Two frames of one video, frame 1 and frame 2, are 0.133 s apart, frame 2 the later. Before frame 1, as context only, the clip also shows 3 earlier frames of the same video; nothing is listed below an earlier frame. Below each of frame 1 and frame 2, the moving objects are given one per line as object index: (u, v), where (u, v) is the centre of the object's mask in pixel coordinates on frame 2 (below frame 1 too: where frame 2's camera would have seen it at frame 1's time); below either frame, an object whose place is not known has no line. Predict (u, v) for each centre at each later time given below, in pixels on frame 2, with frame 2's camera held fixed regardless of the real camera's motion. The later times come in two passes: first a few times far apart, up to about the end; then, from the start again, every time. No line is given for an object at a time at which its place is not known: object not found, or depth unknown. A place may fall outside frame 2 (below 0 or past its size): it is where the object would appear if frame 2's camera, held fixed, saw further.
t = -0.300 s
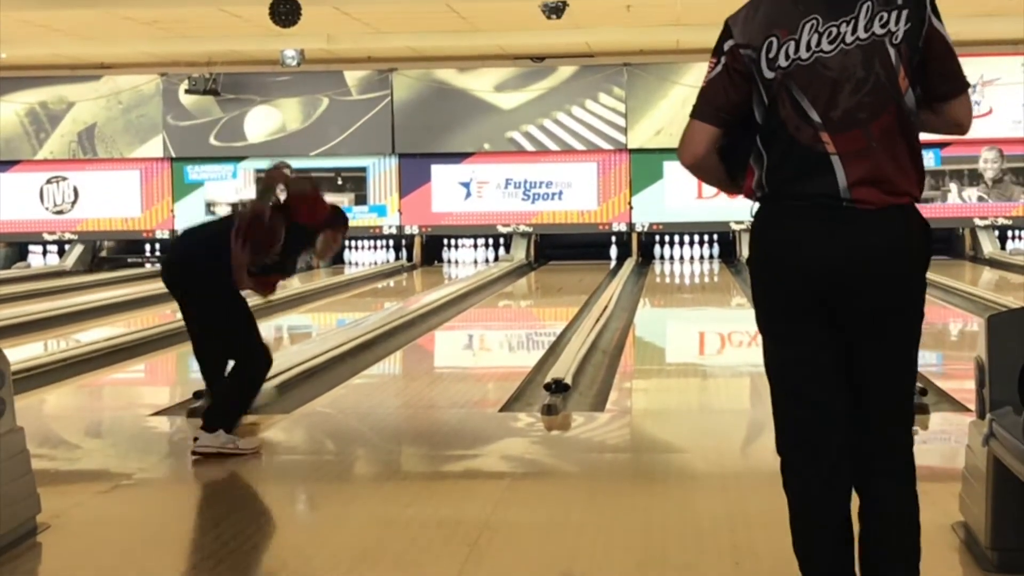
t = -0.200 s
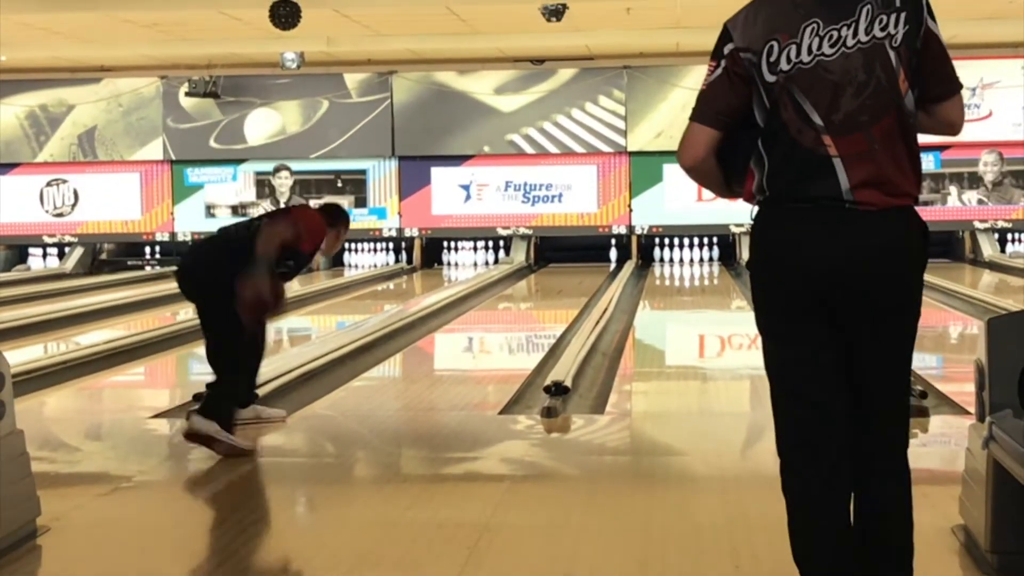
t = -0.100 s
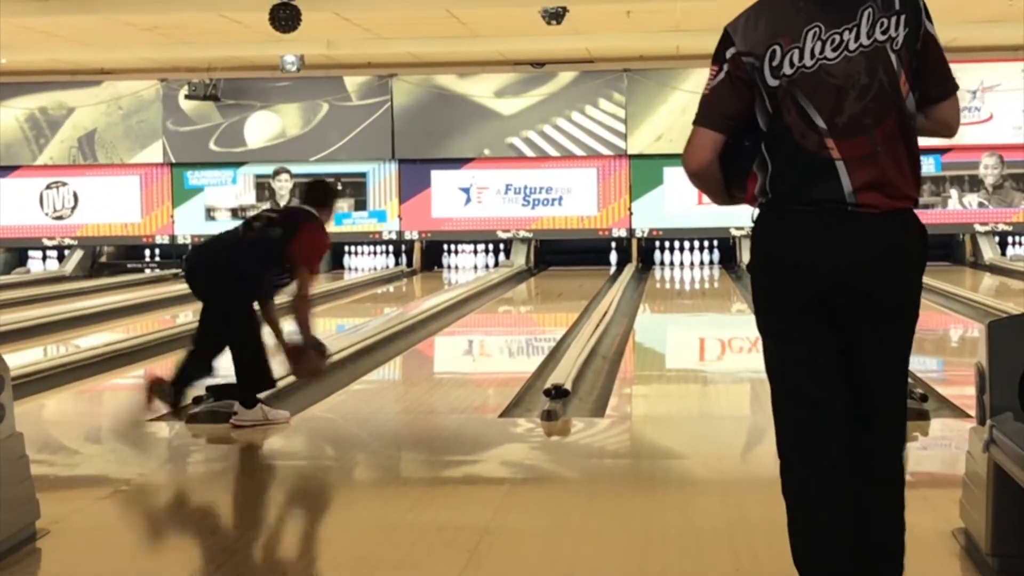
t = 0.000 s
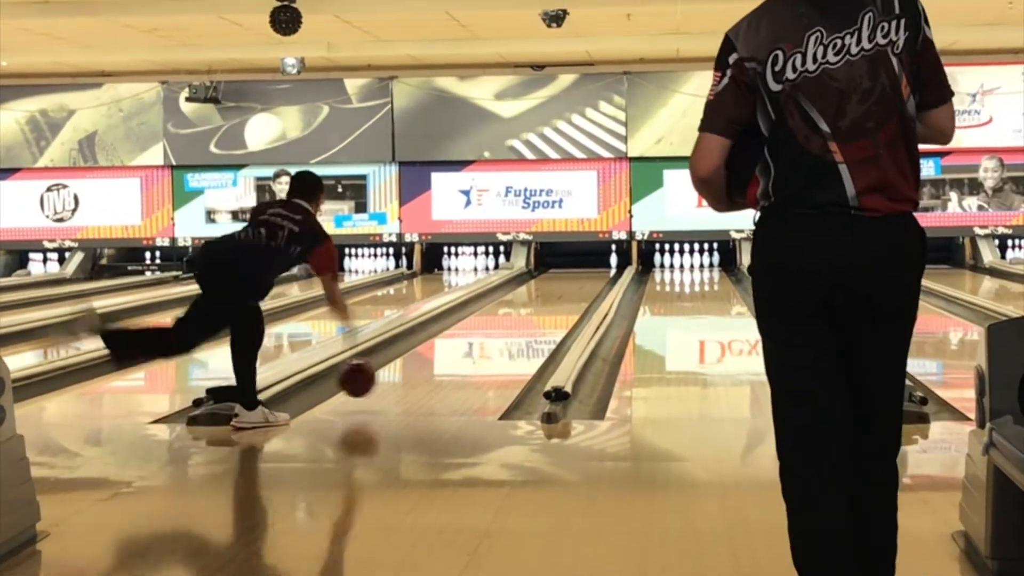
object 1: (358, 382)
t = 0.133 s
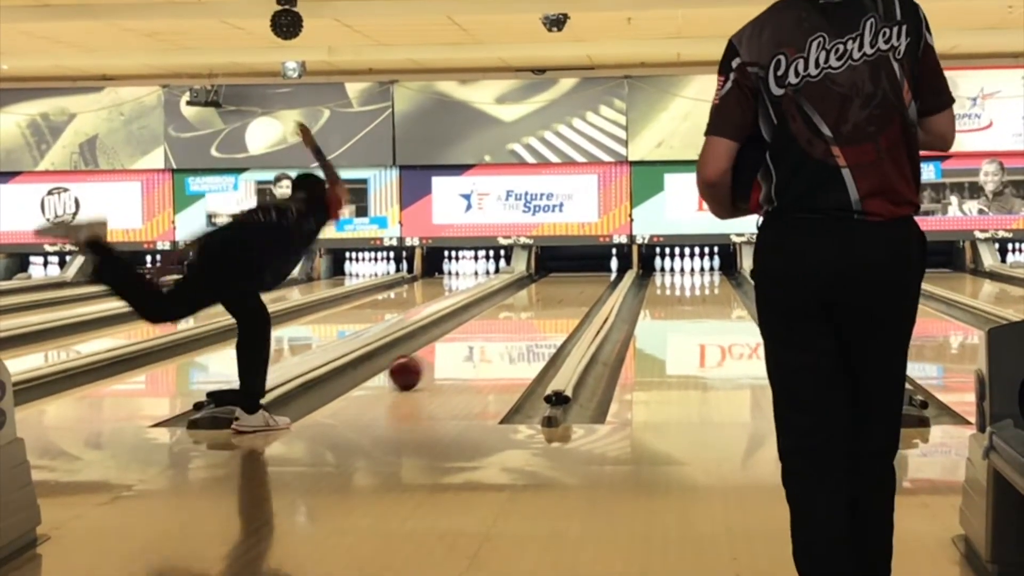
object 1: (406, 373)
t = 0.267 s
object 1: (441, 353)
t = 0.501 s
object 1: (490, 330)
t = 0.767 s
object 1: (529, 311)
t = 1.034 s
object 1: (558, 297)
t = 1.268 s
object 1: (577, 289)
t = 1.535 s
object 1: (594, 279)
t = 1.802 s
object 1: (606, 272)
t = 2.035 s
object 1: (612, 268)
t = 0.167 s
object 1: (416, 368)
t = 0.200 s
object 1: (424, 363)
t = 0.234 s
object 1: (433, 358)
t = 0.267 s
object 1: (441, 353)
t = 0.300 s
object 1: (450, 349)
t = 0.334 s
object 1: (458, 346)
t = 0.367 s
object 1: (464, 342)
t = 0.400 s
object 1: (471, 339)
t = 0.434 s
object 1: (478, 336)
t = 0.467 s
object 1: (484, 333)
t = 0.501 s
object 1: (490, 330)
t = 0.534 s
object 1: (496, 327)
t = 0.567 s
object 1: (501, 325)
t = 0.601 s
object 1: (506, 322)
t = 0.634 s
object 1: (511, 320)
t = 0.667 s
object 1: (516, 318)
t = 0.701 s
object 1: (521, 316)
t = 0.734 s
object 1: (525, 314)
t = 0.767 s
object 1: (529, 311)
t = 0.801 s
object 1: (534, 309)
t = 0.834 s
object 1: (538, 307)
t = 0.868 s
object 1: (541, 305)
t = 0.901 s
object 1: (545, 303)
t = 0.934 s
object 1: (548, 302)
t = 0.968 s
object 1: (552, 300)
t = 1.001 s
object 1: (555, 299)
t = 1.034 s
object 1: (558, 297)
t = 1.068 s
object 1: (561, 296)
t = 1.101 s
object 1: (564, 295)
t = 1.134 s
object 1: (567, 293)
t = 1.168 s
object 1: (570, 292)
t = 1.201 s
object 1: (572, 291)
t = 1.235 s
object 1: (575, 289)
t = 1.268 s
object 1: (577, 289)
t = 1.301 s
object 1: (580, 287)
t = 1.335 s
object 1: (582, 286)
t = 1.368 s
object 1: (584, 286)
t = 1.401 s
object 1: (586, 283)
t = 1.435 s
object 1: (588, 283)
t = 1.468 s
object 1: (590, 281)
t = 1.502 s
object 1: (592, 280)
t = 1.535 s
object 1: (594, 279)
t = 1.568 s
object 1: (596, 278)
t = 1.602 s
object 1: (597, 277)
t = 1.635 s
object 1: (600, 276)
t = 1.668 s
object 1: (601, 276)
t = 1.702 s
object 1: (602, 275)
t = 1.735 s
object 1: (603, 274)
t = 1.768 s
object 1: (605, 273)
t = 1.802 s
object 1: (606, 272)
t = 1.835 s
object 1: (606, 272)
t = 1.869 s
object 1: (607, 271)
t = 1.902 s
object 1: (609, 270)
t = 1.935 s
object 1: (610, 270)
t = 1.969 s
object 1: (610, 269)
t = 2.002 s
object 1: (611, 269)
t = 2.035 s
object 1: (612, 268)
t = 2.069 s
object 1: (613, 268)
